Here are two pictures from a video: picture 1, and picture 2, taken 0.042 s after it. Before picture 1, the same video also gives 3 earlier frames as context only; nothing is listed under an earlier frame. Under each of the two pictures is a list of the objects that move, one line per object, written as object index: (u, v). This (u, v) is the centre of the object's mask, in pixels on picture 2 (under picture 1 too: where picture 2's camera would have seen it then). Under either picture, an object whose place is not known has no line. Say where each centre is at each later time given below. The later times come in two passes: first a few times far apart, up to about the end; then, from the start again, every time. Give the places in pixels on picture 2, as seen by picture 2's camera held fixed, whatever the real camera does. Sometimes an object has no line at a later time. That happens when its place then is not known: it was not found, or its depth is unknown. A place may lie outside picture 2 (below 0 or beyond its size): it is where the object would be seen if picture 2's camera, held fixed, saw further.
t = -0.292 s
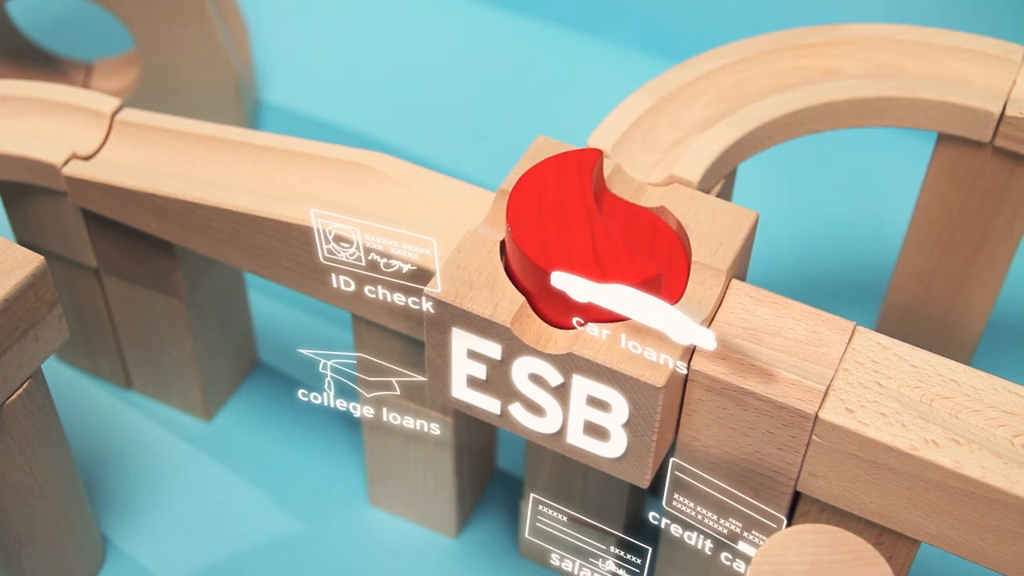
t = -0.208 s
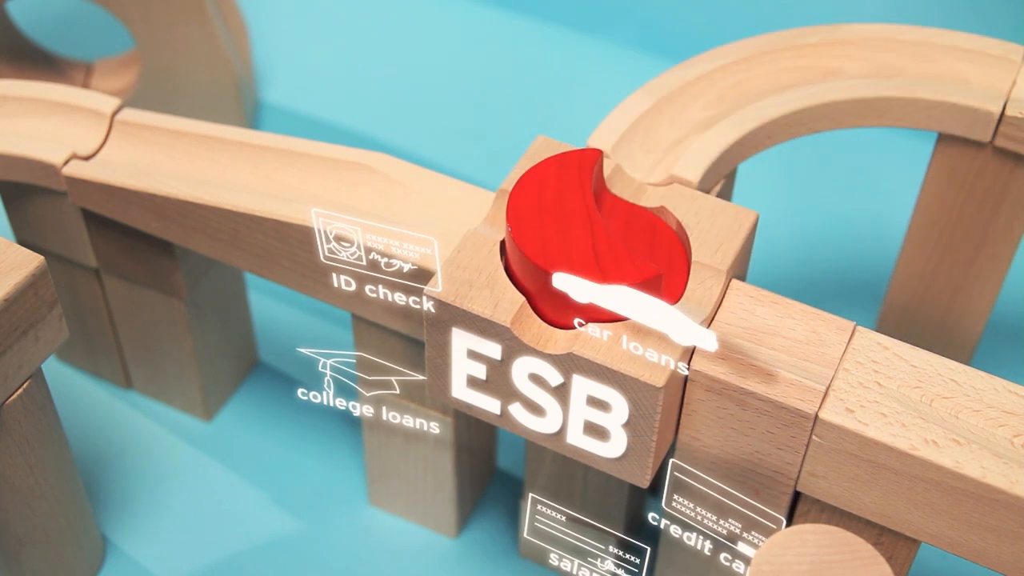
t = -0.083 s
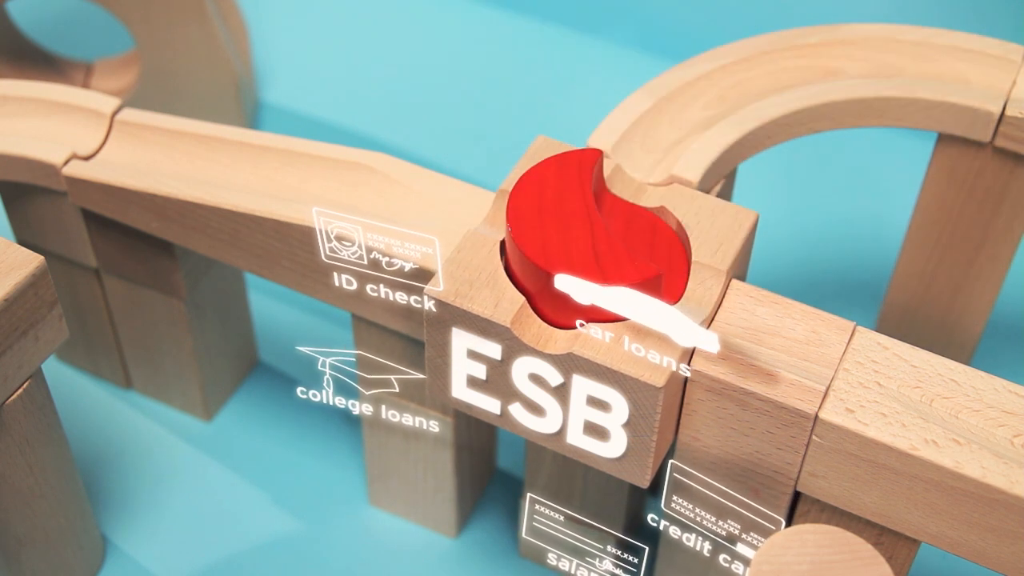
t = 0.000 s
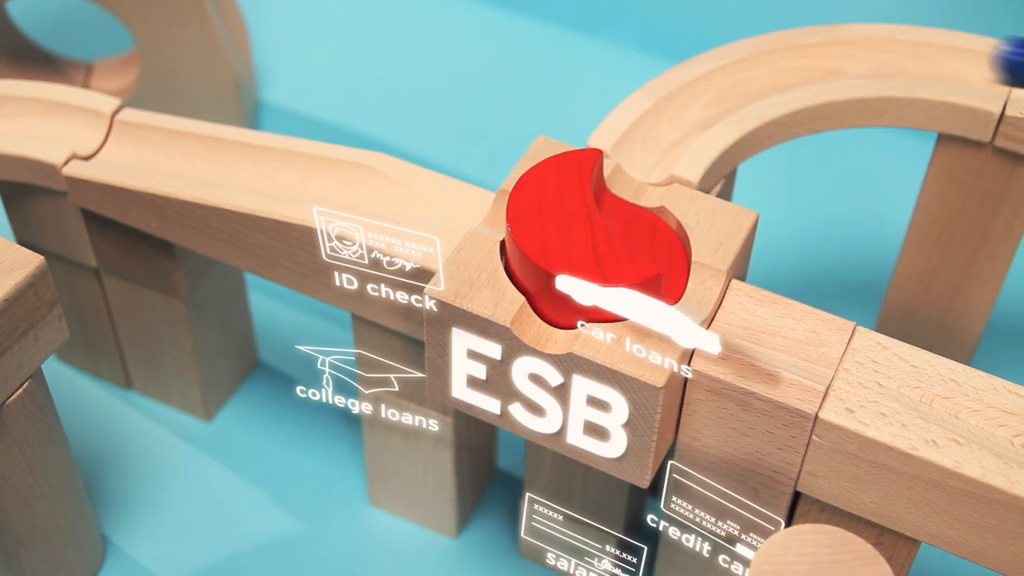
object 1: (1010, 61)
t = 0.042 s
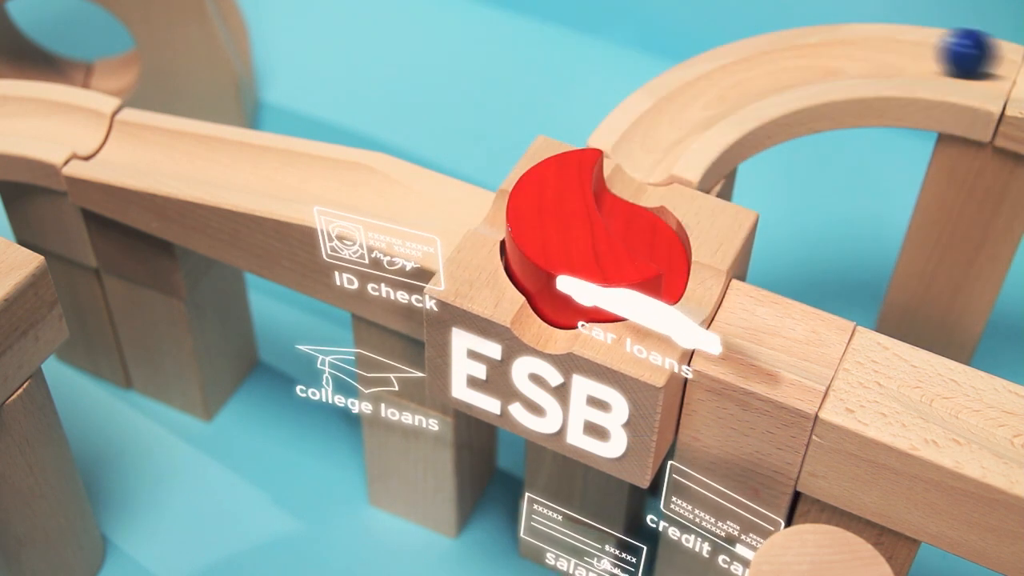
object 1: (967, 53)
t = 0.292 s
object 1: (694, 98)
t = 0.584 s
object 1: (642, 244)
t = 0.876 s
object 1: (787, 326)
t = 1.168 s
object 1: (1004, 419)
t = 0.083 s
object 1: (915, 48)
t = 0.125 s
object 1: (863, 47)
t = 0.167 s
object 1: (816, 53)
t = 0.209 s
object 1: (777, 65)
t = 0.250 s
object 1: (732, 77)
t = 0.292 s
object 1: (694, 98)
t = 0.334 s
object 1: (669, 126)
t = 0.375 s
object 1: (647, 150)
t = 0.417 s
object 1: (637, 166)
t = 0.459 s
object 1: (634, 192)
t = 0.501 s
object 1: (630, 214)
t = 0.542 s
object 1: (632, 230)
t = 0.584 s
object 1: (642, 244)
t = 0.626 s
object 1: (662, 264)
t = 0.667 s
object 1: (678, 279)
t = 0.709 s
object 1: (691, 284)
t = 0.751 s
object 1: (714, 286)
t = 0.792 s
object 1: (734, 298)
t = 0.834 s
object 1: (753, 311)
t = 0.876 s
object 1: (787, 326)
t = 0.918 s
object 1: (818, 339)
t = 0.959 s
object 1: (850, 353)
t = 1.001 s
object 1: (881, 365)
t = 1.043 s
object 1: (912, 379)
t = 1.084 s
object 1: (944, 393)
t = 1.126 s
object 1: (976, 406)
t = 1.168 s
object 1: (1004, 419)
